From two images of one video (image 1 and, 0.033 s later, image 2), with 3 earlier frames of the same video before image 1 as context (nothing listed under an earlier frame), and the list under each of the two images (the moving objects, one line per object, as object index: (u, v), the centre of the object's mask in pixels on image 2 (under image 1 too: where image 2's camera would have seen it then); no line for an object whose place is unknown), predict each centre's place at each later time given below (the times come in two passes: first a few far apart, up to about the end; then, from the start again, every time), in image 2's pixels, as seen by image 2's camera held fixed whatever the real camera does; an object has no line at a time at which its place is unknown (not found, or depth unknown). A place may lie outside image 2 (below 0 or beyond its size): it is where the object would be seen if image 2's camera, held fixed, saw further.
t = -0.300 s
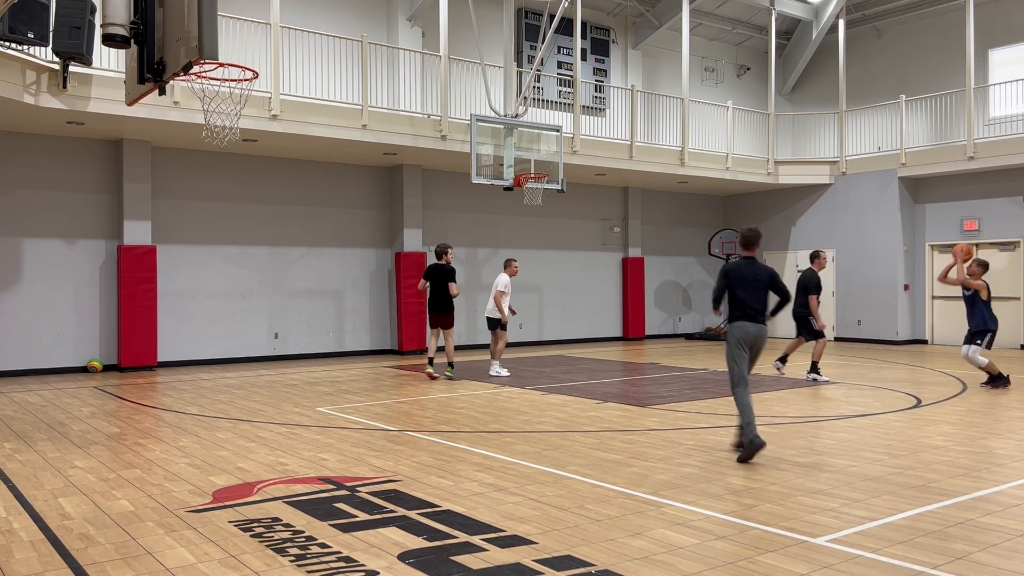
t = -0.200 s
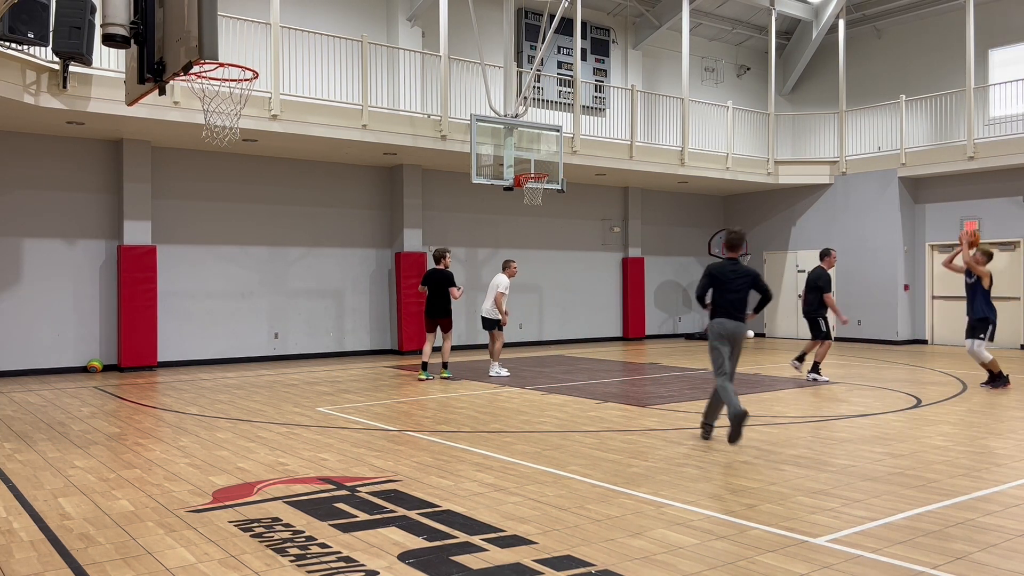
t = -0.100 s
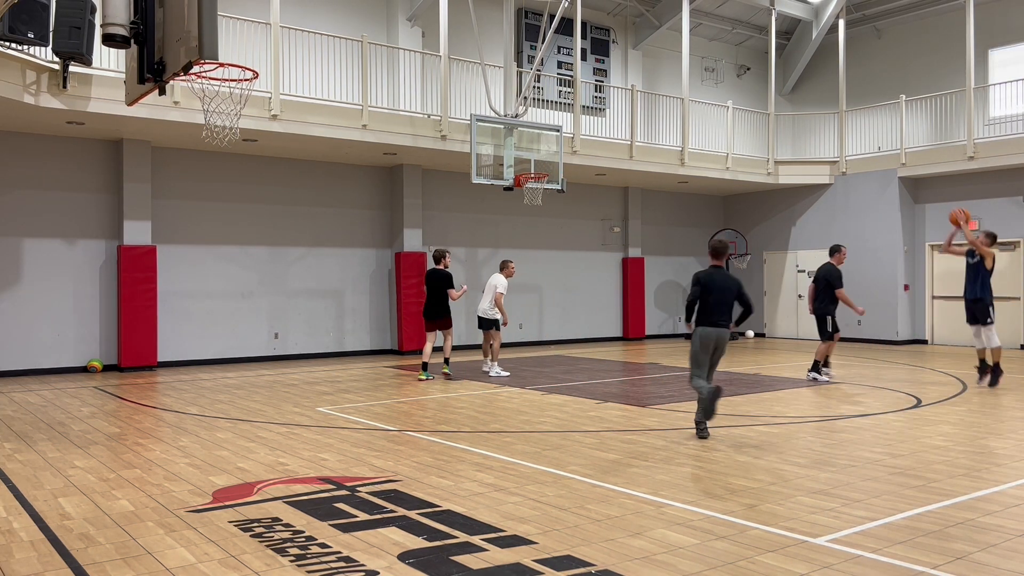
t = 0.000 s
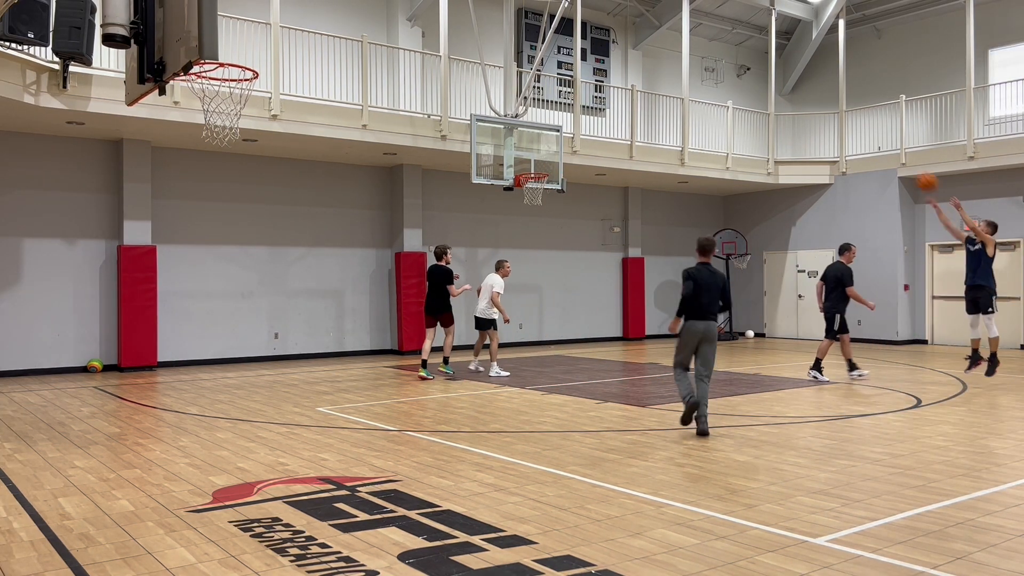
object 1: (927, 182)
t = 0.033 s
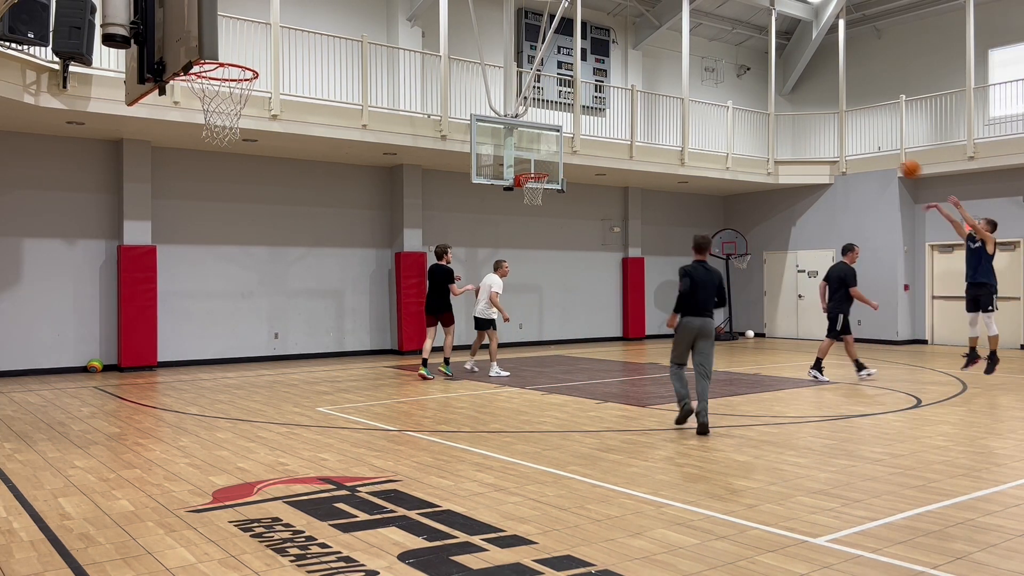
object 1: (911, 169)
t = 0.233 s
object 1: (820, 114)
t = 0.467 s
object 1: (725, 89)
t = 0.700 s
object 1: (640, 101)
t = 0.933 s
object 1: (563, 146)
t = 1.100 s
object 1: (531, 192)
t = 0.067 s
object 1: (895, 158)
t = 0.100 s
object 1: (879, 146)
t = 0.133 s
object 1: (864, 137)
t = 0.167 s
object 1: (849, 128)
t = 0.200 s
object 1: (835, 121)
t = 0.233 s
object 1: (820, 114)
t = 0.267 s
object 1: (806, 107)
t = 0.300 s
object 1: (792, 102)
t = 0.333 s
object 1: (778, 98)
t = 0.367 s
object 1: (764, 95)
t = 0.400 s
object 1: (751, 92)
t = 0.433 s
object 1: (738, 90)
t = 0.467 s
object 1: (725, 89)
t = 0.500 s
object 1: (712, 89)
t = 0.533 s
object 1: (700, 89)
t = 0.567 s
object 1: (688, 90)
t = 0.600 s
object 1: (675, 92)
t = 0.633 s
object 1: (663, 94)
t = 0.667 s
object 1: (652, 98)
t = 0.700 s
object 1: (640, 101)
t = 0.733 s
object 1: (629, 106)
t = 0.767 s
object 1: (617, 111)
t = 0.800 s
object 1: (606, 117)
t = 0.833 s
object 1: (595, 123)
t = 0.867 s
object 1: (583, 130)
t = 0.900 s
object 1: (573, 138)
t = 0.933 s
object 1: (563, 146)
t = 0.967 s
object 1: (553, 154)
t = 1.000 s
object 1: (542, 164)
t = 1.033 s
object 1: (532, 170)
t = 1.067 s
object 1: (530, 182)
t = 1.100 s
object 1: (531, 192)
